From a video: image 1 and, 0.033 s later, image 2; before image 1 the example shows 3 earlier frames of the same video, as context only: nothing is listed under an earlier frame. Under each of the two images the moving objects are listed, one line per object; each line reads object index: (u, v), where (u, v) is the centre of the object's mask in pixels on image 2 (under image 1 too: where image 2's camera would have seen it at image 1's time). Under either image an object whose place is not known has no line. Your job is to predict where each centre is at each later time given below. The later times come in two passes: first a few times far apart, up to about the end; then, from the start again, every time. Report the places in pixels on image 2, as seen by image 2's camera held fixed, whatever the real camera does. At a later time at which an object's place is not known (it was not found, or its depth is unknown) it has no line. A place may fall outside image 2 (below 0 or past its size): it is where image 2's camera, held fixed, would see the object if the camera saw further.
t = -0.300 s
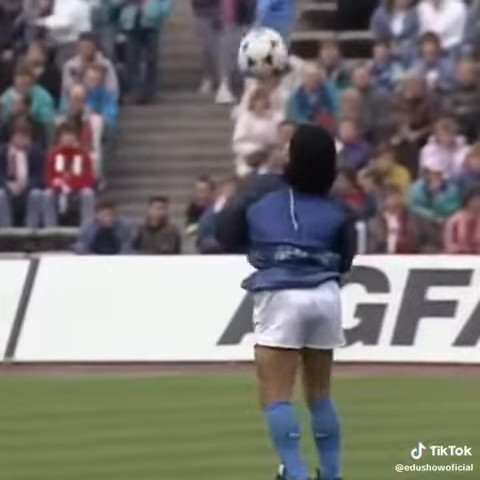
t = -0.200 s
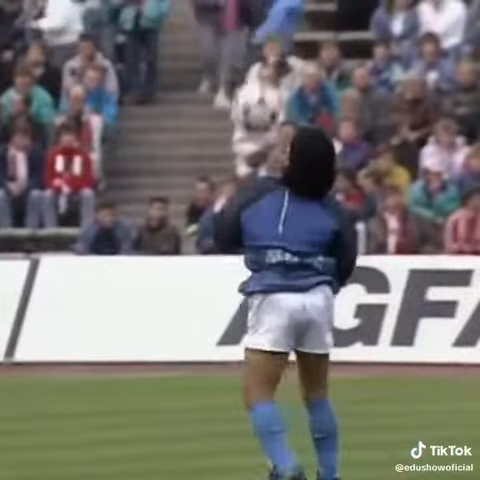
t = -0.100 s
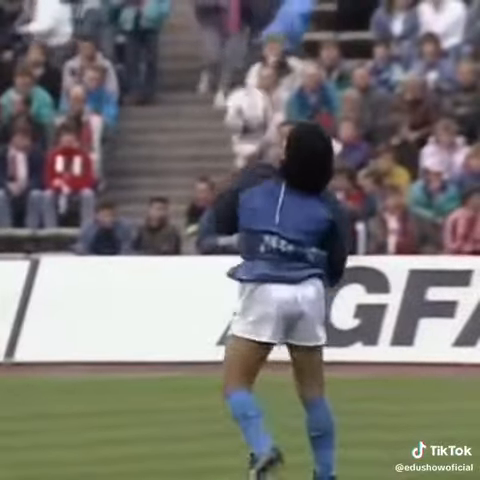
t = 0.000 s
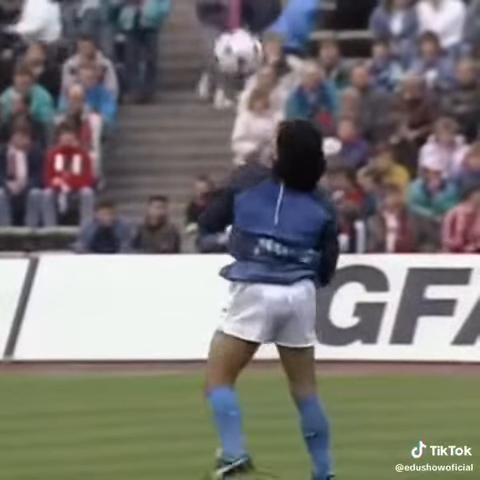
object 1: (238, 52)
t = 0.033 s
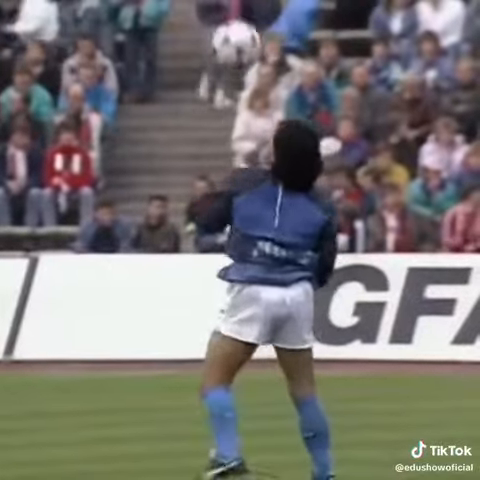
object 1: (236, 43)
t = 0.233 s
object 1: (220, 13)
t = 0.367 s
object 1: (207, 27)
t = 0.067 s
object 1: (233, 28)
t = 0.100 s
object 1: (228, 20)
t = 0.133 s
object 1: (226, 16)
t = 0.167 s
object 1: (224, 14)
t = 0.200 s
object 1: (221, 14)
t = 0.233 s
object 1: (220, 13)
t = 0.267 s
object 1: (215, 13)
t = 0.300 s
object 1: (211, 16)
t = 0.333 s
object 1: (210, 18)
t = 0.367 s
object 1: (207, 27)
